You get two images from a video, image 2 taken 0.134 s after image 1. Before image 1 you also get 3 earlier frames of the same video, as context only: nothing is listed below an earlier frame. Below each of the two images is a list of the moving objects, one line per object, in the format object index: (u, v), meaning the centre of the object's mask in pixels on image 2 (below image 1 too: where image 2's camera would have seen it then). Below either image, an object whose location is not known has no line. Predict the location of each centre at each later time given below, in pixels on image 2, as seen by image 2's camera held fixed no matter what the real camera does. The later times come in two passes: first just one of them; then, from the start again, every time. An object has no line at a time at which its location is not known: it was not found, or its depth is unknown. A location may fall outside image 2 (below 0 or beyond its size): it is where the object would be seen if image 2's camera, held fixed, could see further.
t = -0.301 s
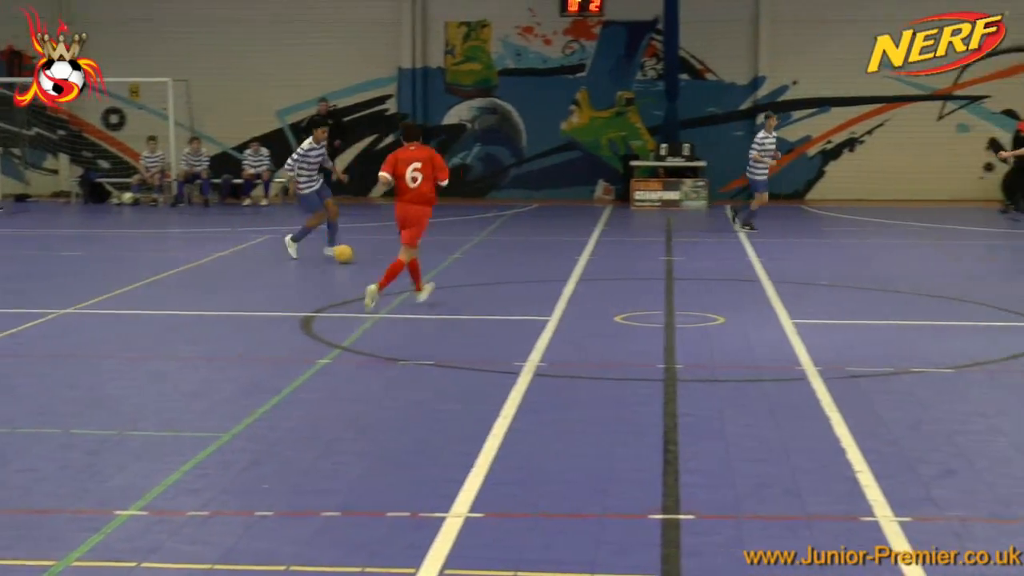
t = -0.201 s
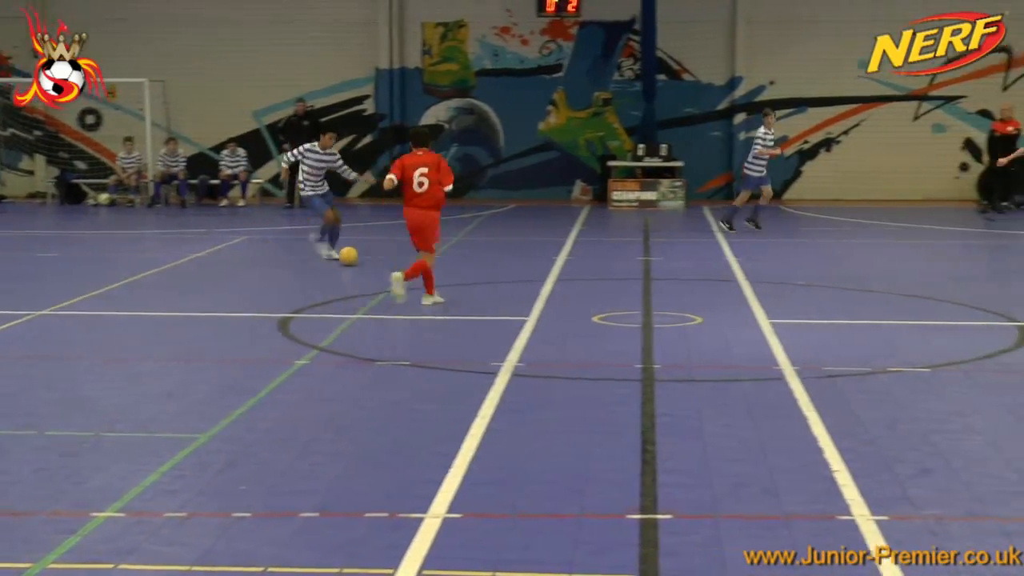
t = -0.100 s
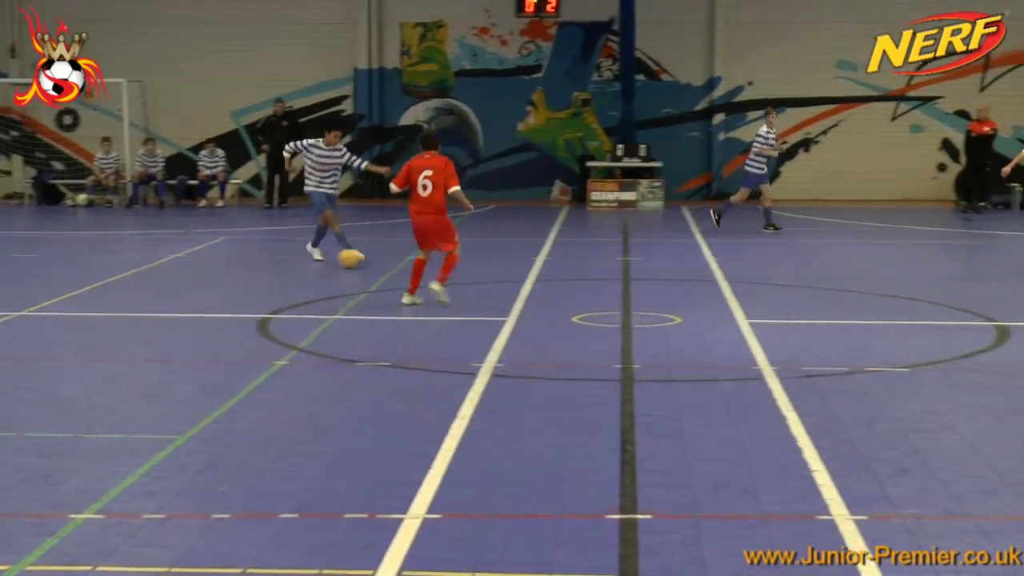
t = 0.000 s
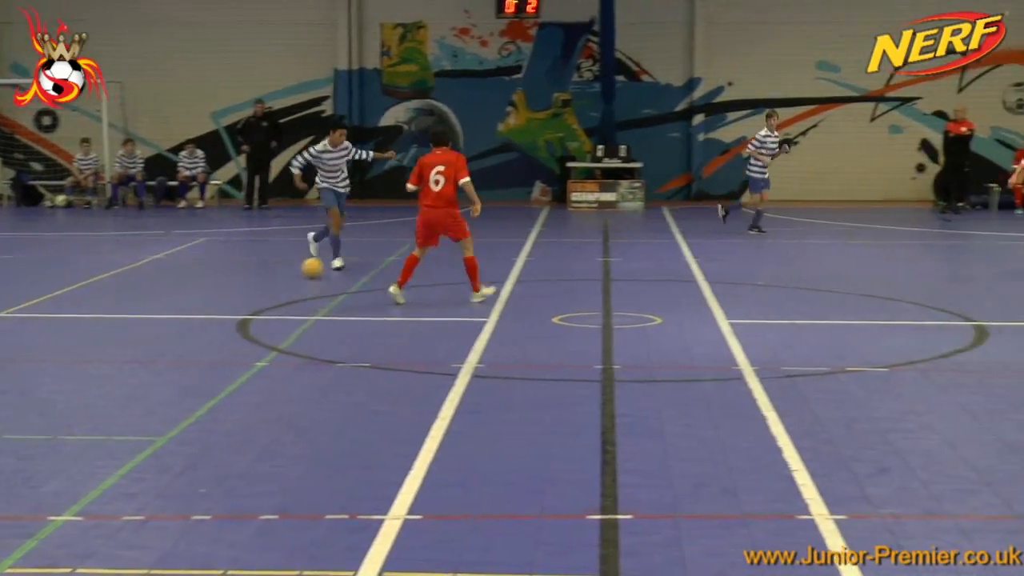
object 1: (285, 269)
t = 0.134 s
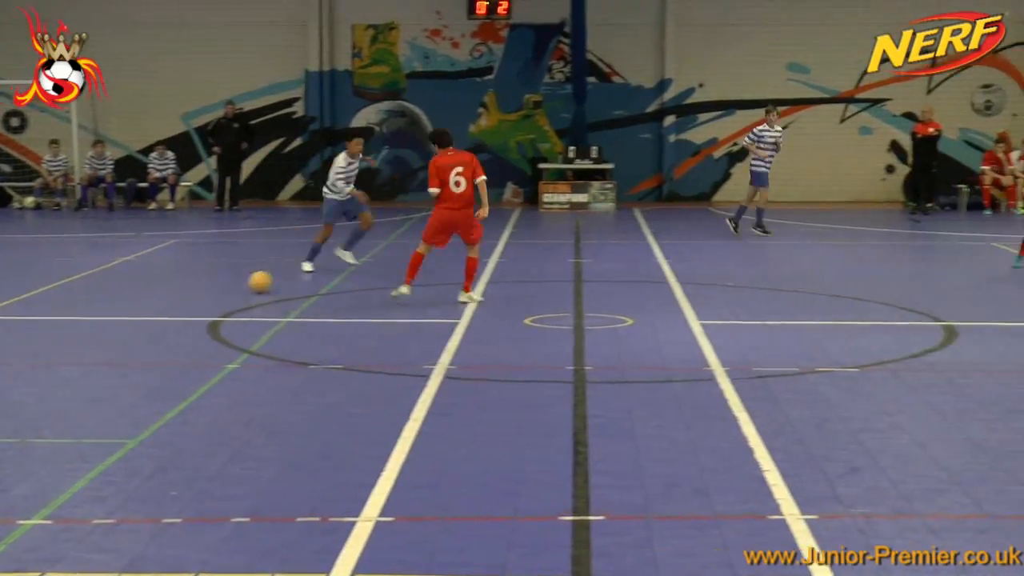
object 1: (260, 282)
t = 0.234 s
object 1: (243, 290)
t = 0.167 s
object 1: (256, 283)
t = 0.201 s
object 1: (249, 286)
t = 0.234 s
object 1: (243, 290)
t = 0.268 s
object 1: (239, 292)
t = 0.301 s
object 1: (233, 296)
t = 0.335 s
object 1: (226, 299)
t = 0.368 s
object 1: (223, 300)
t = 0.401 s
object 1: (217, 304)
